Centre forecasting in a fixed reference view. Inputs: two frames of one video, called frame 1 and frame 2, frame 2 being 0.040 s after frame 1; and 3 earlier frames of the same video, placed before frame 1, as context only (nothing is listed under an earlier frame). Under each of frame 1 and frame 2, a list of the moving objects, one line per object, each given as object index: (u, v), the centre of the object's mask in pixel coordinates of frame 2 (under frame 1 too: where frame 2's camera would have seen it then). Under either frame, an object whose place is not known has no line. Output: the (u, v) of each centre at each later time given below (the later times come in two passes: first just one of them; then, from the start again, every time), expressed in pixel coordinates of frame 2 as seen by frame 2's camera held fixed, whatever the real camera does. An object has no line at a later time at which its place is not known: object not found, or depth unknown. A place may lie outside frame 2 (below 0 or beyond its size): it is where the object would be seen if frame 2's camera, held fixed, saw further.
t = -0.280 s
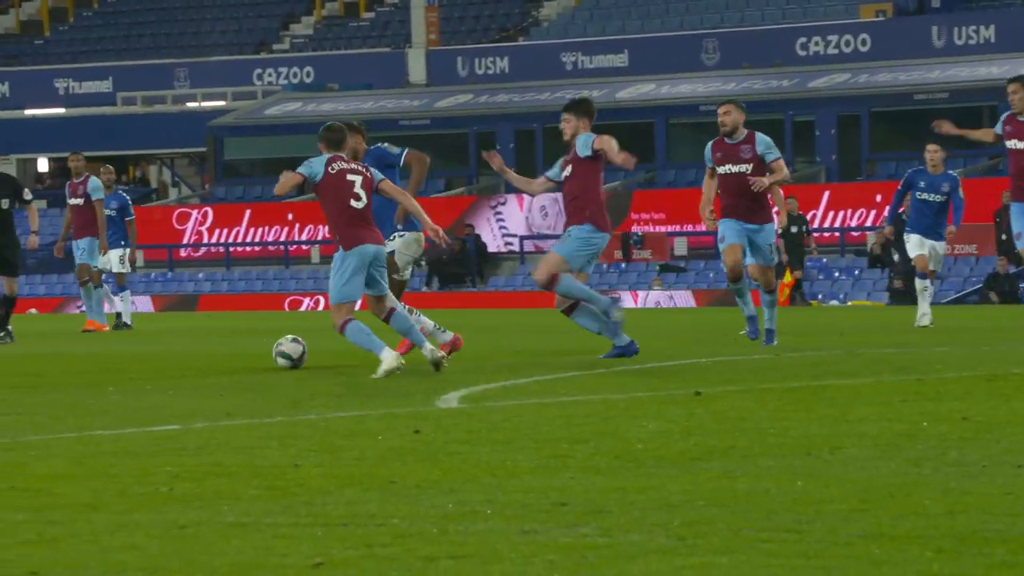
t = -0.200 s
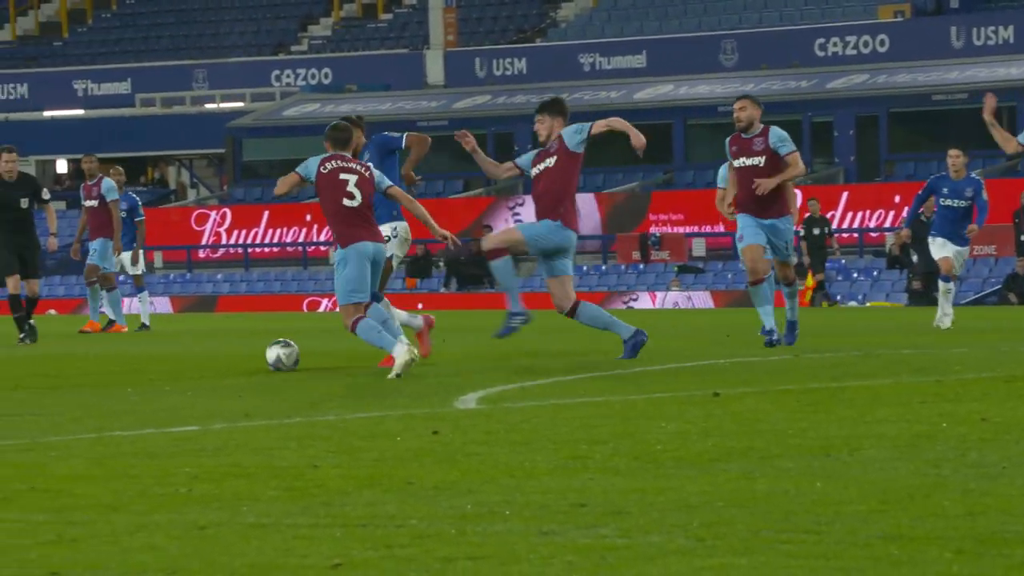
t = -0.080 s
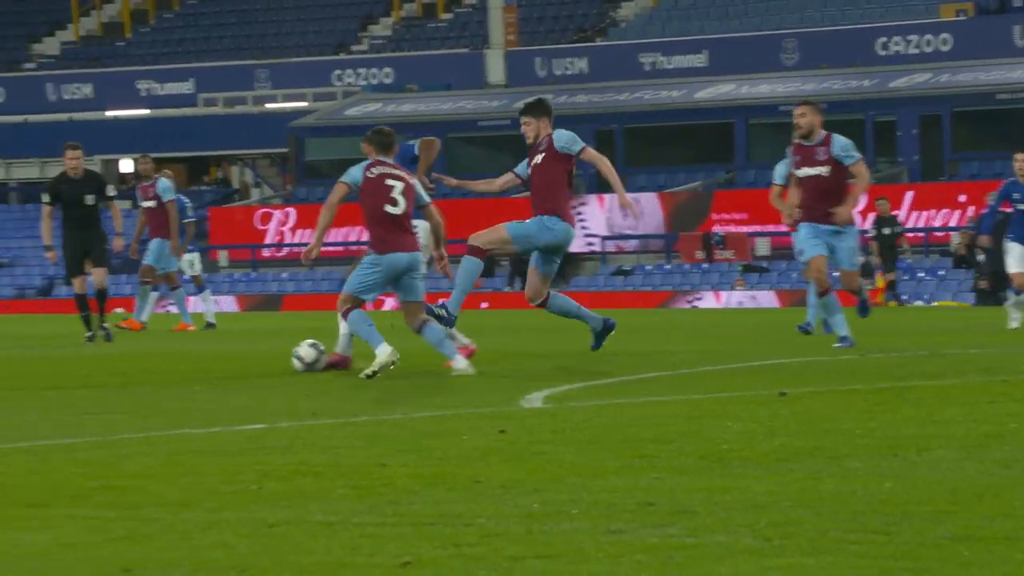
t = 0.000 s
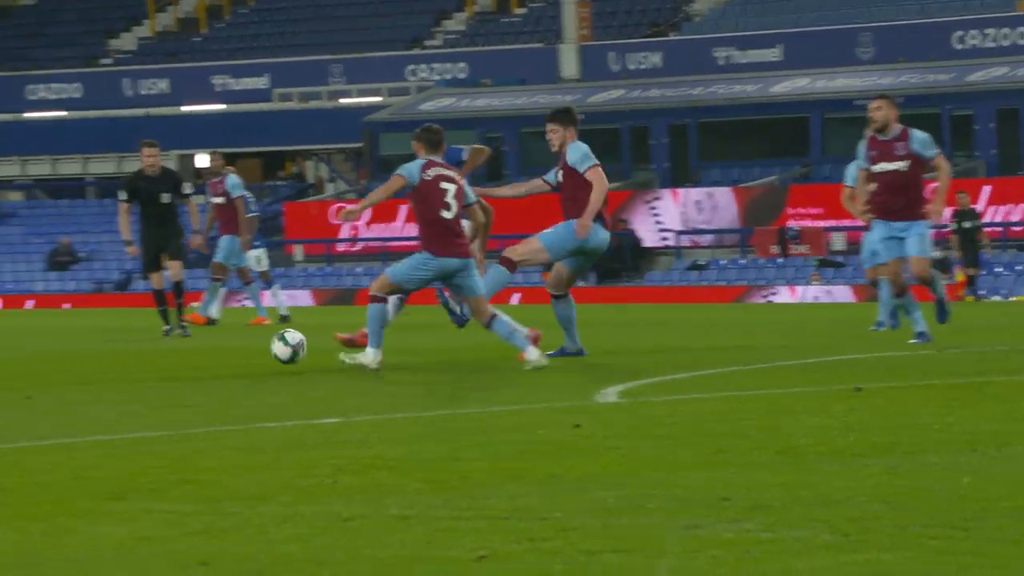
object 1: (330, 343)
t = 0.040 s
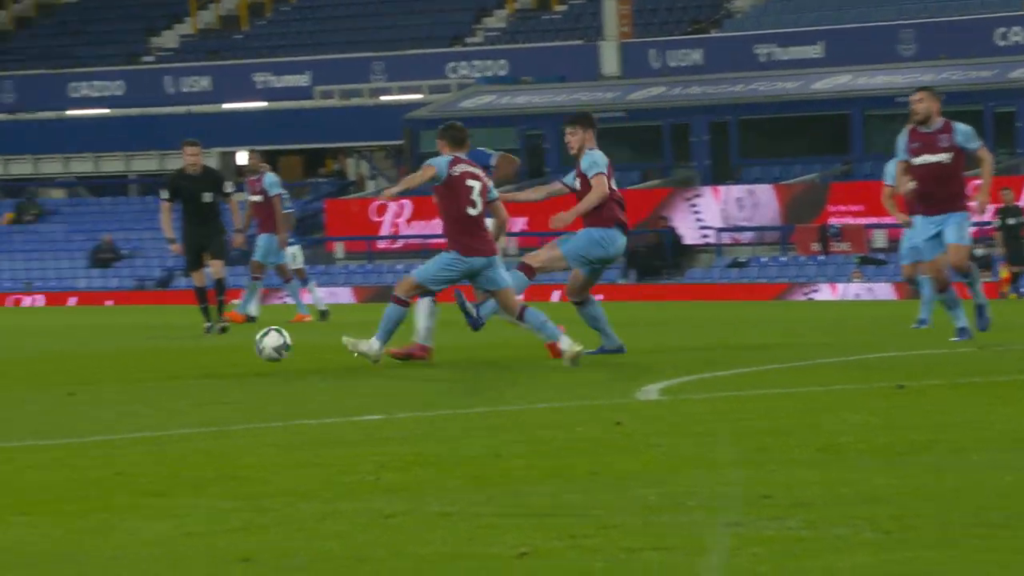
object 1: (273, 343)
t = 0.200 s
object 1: (33, 375)
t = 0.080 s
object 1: (214, 347)
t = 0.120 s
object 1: (155, 354)
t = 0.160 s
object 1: (94, 364)
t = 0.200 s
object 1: (33, 375)
